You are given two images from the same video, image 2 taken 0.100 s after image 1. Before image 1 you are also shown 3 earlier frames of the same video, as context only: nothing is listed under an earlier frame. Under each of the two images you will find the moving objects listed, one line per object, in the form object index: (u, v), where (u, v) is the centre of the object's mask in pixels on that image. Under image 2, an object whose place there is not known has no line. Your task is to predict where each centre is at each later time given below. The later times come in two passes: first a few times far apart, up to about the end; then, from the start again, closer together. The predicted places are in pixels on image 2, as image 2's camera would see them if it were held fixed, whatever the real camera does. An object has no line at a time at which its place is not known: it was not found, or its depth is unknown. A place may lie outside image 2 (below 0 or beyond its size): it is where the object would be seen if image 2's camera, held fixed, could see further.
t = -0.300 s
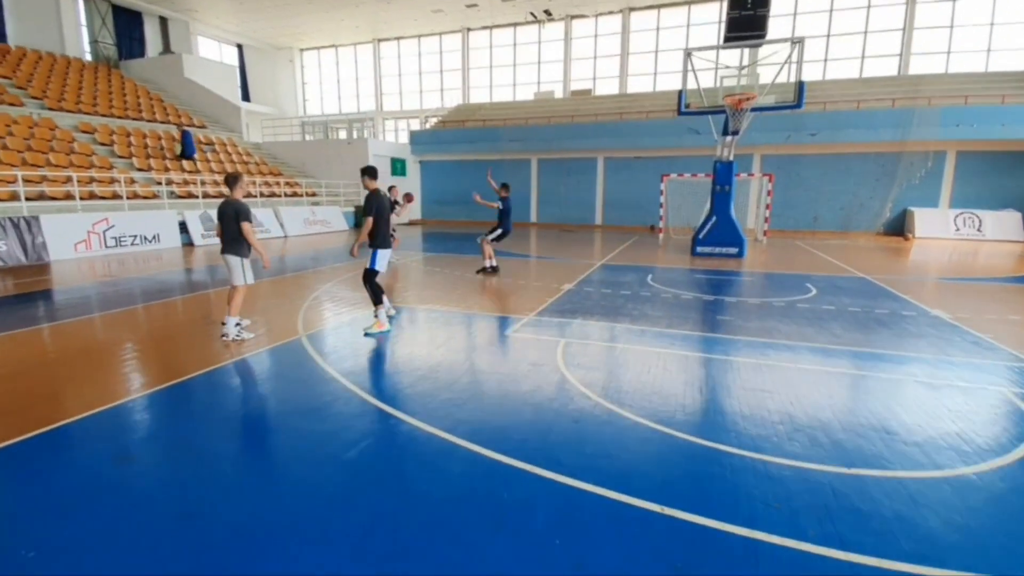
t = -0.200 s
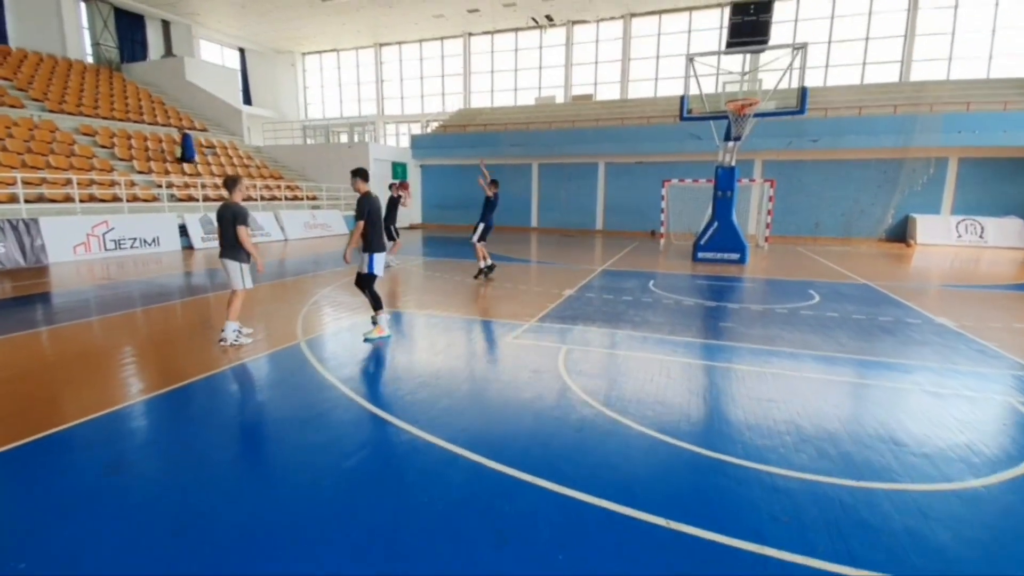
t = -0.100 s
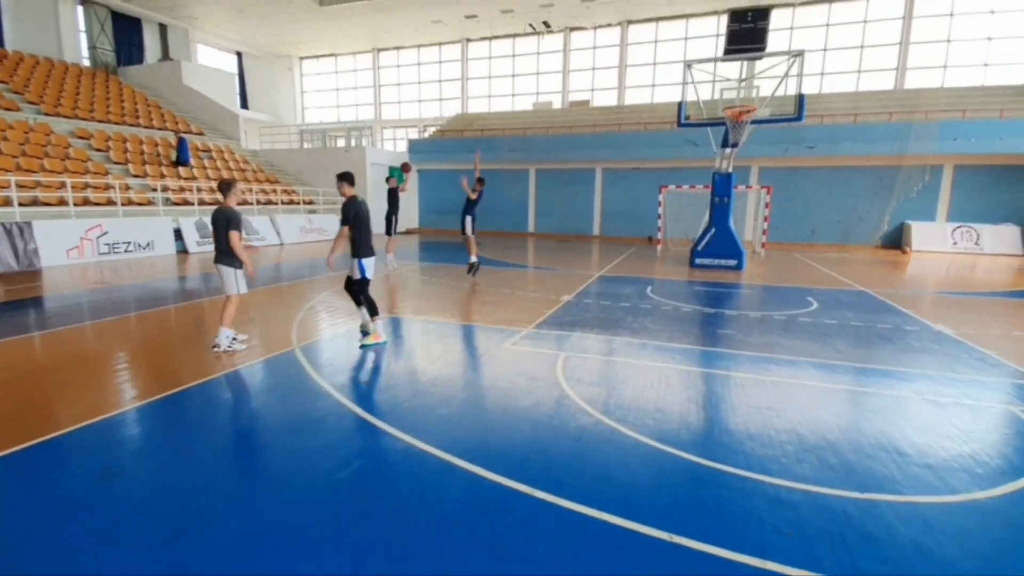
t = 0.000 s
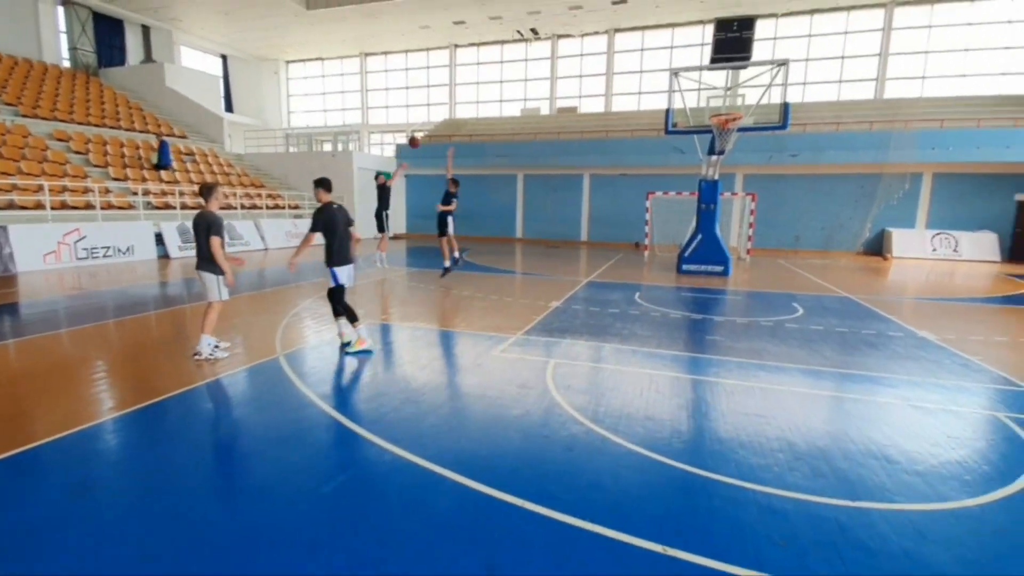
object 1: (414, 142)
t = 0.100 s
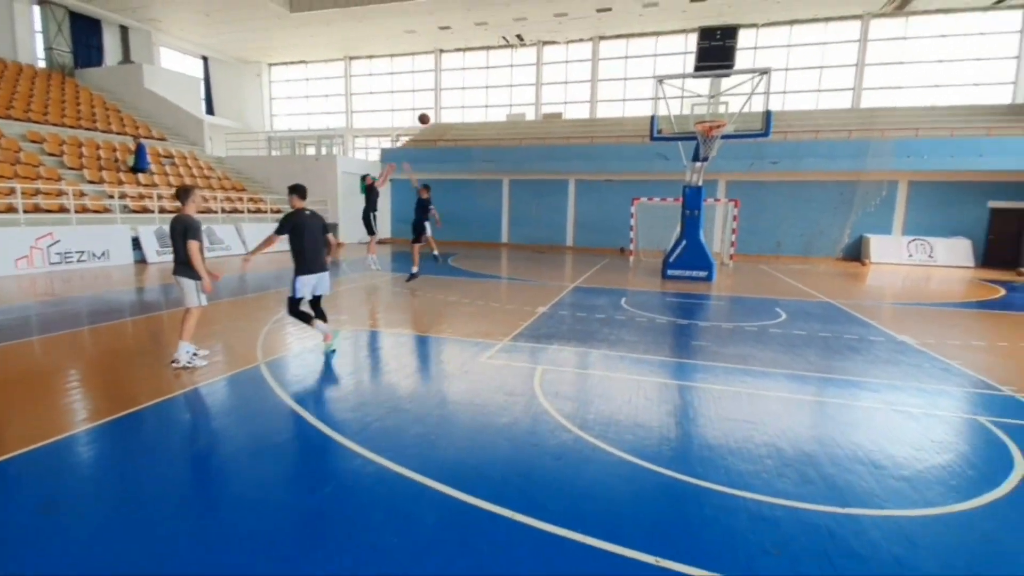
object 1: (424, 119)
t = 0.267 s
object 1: (469, 82)
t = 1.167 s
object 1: (735, 140)
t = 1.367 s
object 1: (751, 158)
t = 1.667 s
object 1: (770, 230)
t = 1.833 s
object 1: (775, 293)
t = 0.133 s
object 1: (433, 111)
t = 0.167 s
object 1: (441, 103)
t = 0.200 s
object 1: (450, 95)
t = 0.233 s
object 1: (460, 89)
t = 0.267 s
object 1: (469, 82)
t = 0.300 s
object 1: (478, 76)
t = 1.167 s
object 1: (735, 140)
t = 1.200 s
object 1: (738, 142)
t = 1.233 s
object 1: (741, 143)
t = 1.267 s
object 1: (744, 146)
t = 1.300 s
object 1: (746, 149)
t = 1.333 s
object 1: (749, 153)
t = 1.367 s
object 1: (751, 158)
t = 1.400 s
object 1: (753, 163)
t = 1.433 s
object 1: (755, 169)
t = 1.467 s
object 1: (757, 175)
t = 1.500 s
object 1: (758, 182)
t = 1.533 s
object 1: (761, 191)
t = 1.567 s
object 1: (764, 200)
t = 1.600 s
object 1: (767, 209)
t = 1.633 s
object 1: (769, 219)
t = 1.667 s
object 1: (770, 230)
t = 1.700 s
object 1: (772, 241)
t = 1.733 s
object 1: (773, 253)
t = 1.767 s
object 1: (773, 265)
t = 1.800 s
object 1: (775, 279)
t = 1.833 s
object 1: (775, 293)
